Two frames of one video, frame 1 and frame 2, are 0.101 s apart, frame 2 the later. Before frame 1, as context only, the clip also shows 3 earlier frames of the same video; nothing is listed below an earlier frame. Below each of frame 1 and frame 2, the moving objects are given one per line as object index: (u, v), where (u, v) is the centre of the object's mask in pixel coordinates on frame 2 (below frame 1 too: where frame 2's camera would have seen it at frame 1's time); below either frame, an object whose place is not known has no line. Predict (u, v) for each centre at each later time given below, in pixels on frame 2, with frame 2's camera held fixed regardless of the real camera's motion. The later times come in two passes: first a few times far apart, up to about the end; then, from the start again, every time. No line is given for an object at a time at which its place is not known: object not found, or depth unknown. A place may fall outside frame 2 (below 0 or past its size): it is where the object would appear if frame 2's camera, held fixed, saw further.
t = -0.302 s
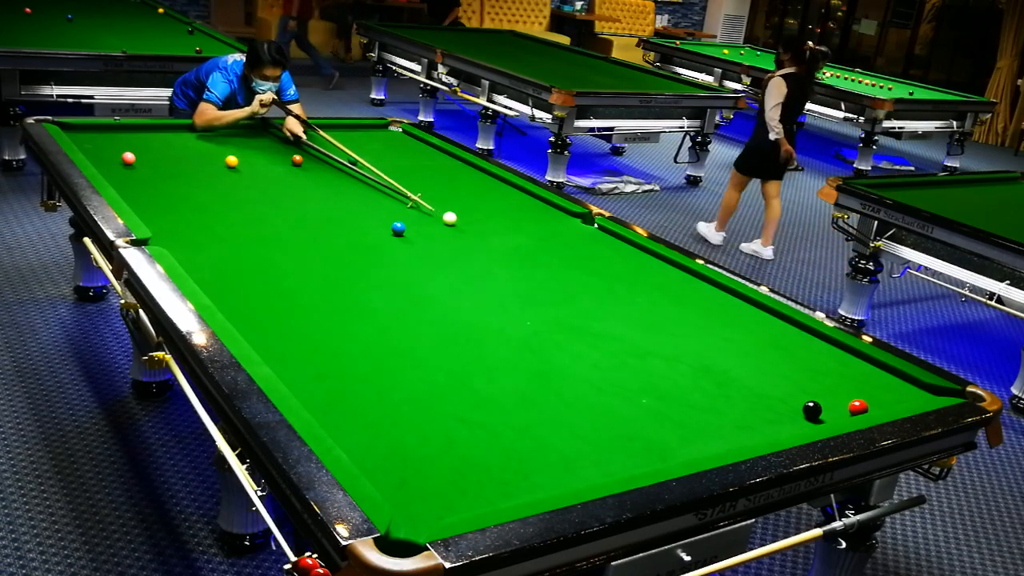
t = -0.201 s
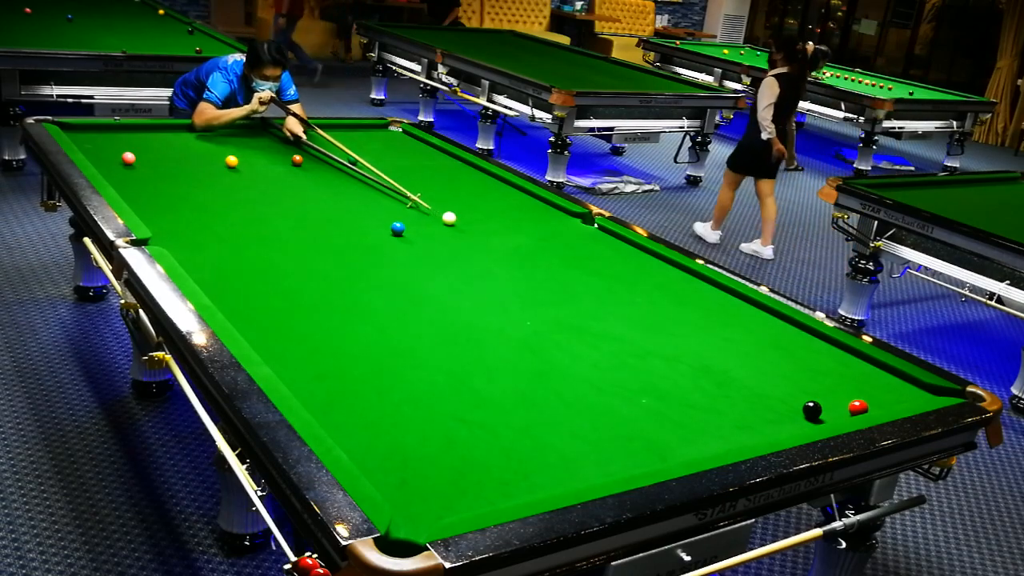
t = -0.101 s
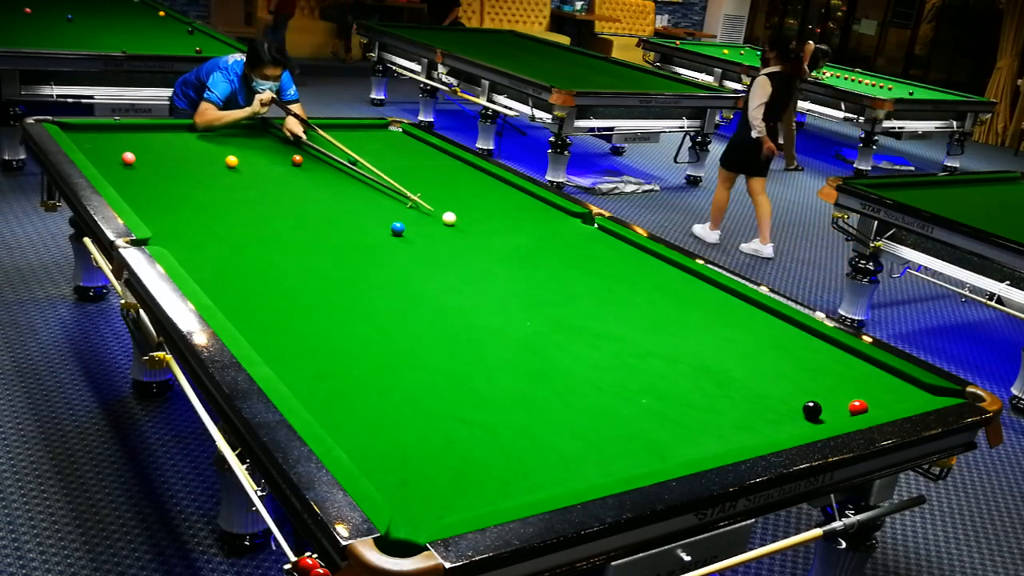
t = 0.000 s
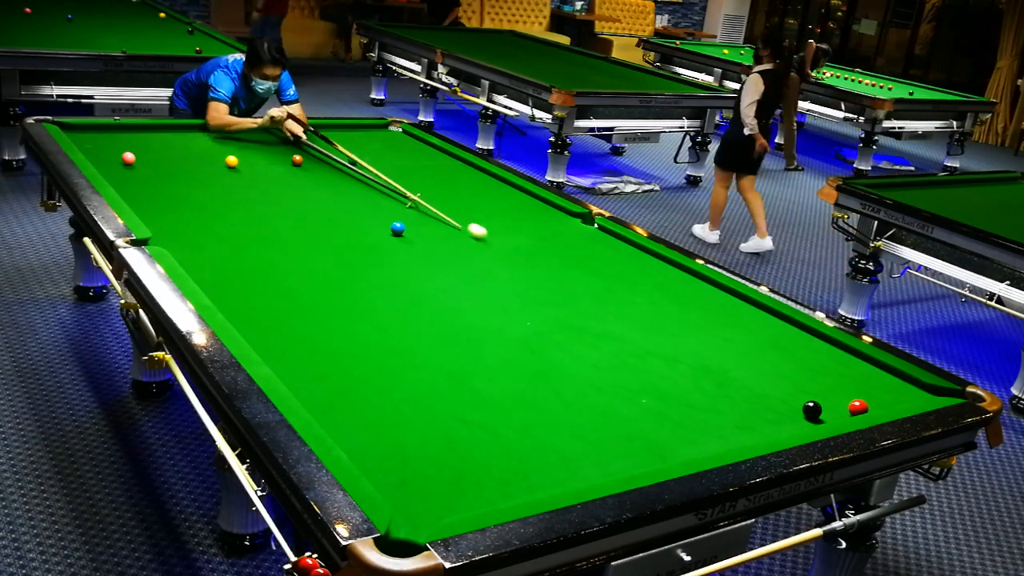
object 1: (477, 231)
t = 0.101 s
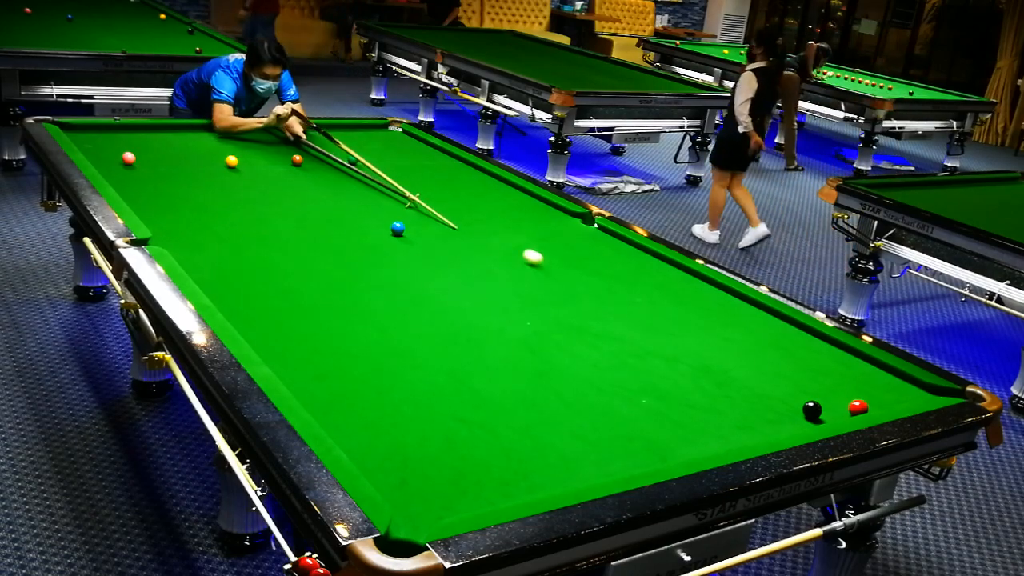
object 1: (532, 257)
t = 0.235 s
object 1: (610, 294)
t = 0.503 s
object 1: (775, 373)
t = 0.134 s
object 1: (552, 266)
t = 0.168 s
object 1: (571, 275)
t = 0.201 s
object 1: (590, 285)
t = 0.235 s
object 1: (610, 294)
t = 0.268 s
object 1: (630, 303)
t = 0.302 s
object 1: (651, 313)
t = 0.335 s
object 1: (672, 323)
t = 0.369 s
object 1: (692, 333)
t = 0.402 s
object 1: (713, 343)
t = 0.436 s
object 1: (734, 353)
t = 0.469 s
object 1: (755, 363)
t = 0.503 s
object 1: (775, 373)
